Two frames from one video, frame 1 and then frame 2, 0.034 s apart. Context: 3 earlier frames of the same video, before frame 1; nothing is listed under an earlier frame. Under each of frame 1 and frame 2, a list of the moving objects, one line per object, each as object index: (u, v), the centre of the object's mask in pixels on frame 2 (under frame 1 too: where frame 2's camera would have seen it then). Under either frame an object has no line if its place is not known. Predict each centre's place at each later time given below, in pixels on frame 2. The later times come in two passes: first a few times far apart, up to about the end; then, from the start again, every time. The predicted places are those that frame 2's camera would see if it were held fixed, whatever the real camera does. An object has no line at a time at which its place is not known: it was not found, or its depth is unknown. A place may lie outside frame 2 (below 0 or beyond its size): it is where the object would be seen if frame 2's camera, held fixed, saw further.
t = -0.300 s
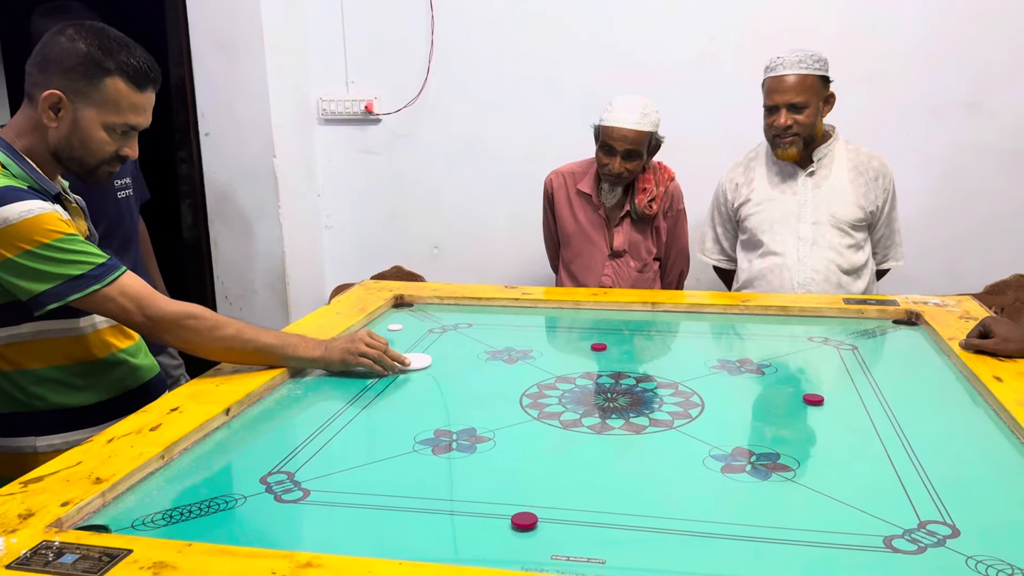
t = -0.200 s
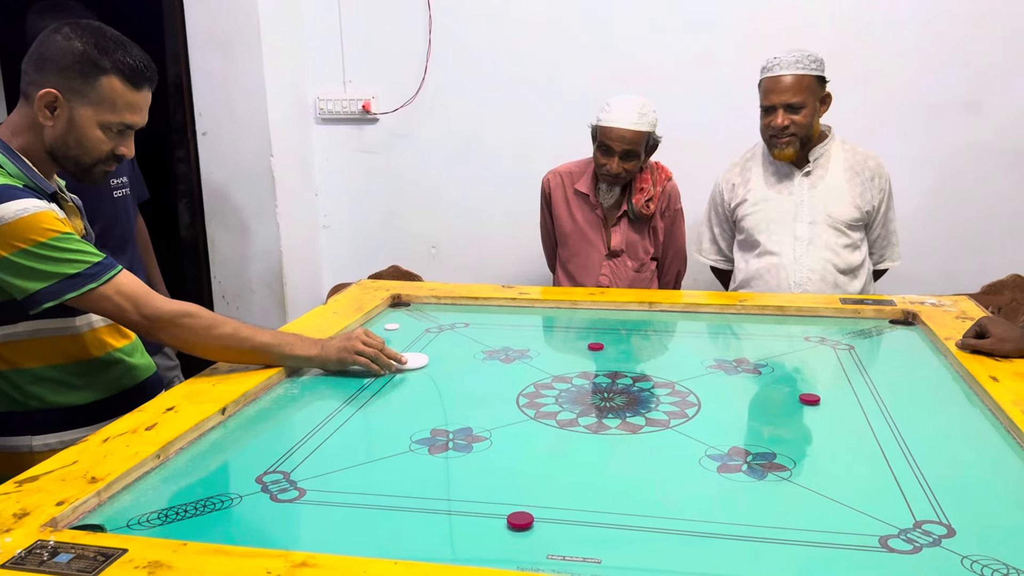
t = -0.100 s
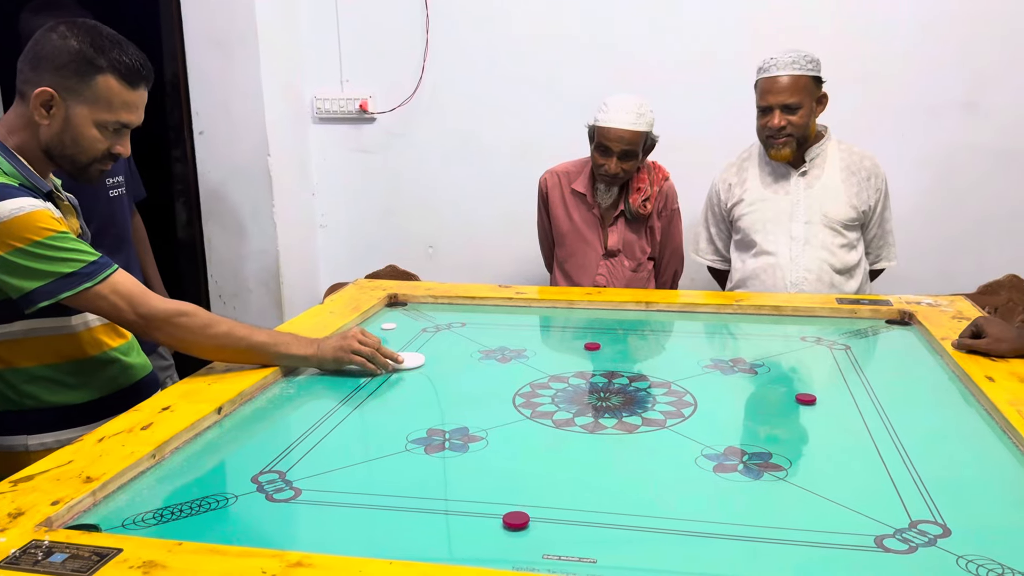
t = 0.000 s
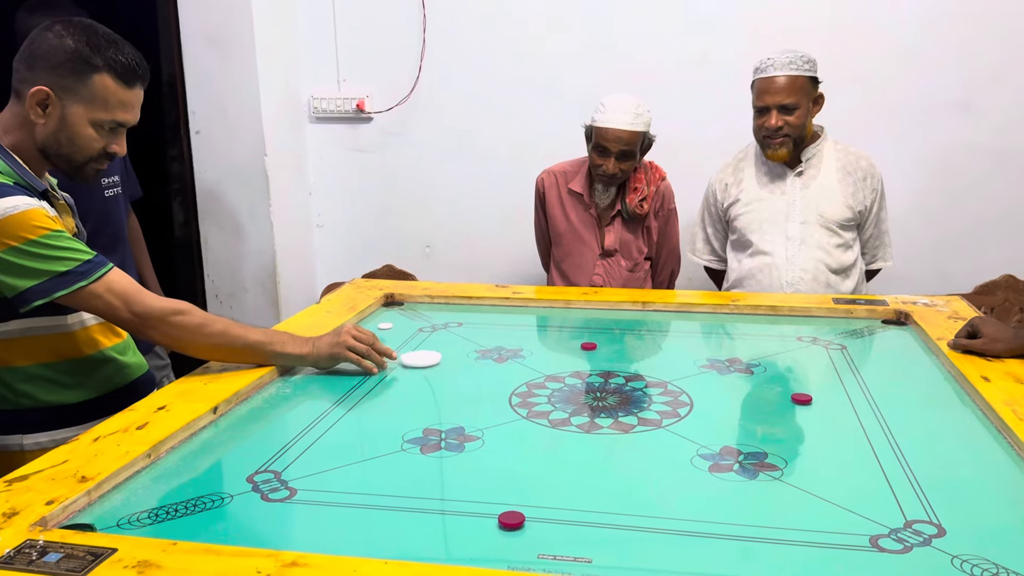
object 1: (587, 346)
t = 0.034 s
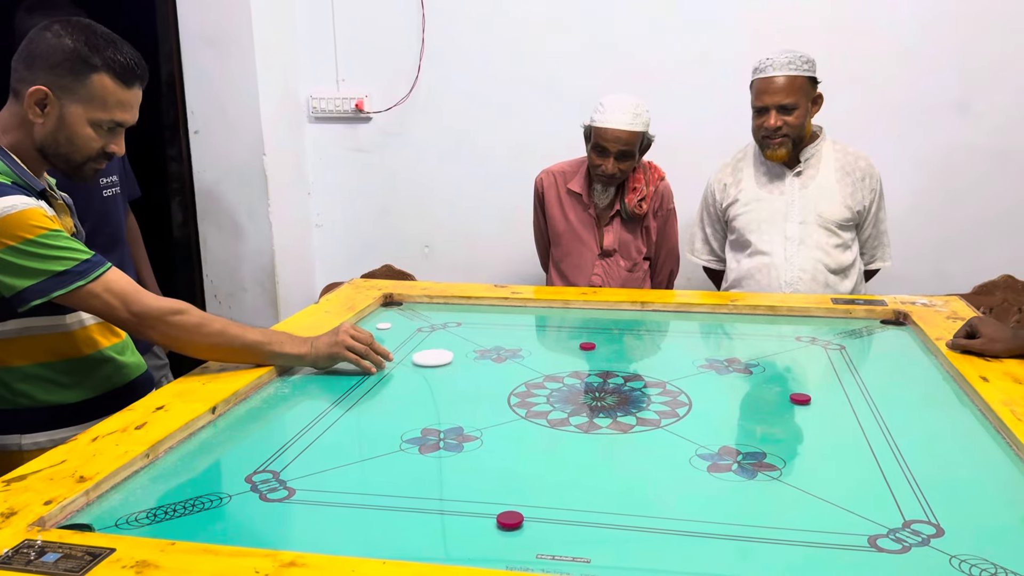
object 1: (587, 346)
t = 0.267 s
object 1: (587, 346)
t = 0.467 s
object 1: (624, 341)
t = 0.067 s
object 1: (587, 346)
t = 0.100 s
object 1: (587, 346)
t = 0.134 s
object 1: (587, 346)
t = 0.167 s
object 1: (587, 345)
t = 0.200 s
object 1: (587, 346)
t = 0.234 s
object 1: (587, 346)
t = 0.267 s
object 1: (587, 346)
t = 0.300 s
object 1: (587, 346)
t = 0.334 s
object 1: (587, 346)
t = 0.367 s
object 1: (586, 346)
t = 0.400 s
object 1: (590, 345)
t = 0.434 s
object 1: (606, 343)
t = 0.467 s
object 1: (624, 341)
